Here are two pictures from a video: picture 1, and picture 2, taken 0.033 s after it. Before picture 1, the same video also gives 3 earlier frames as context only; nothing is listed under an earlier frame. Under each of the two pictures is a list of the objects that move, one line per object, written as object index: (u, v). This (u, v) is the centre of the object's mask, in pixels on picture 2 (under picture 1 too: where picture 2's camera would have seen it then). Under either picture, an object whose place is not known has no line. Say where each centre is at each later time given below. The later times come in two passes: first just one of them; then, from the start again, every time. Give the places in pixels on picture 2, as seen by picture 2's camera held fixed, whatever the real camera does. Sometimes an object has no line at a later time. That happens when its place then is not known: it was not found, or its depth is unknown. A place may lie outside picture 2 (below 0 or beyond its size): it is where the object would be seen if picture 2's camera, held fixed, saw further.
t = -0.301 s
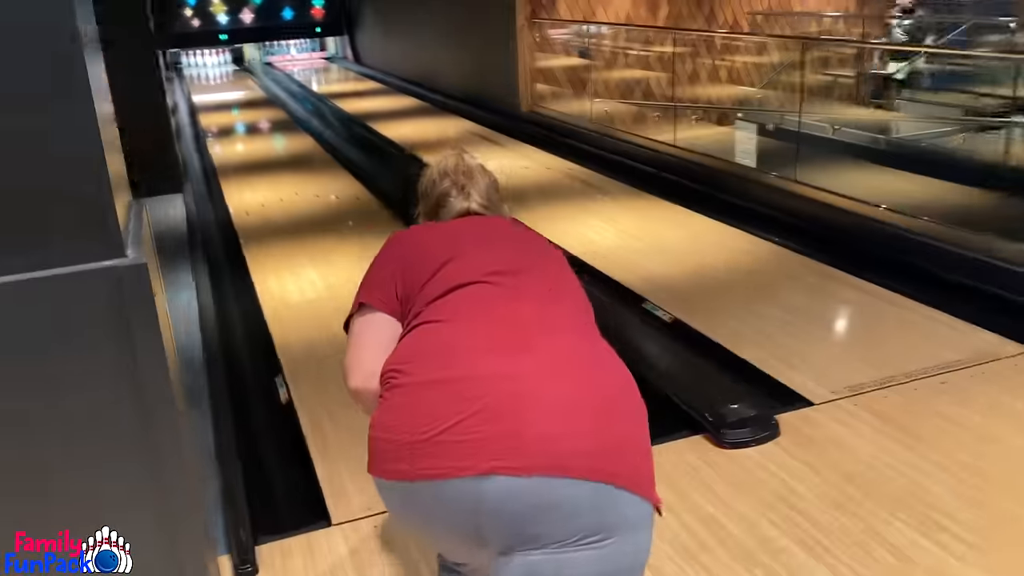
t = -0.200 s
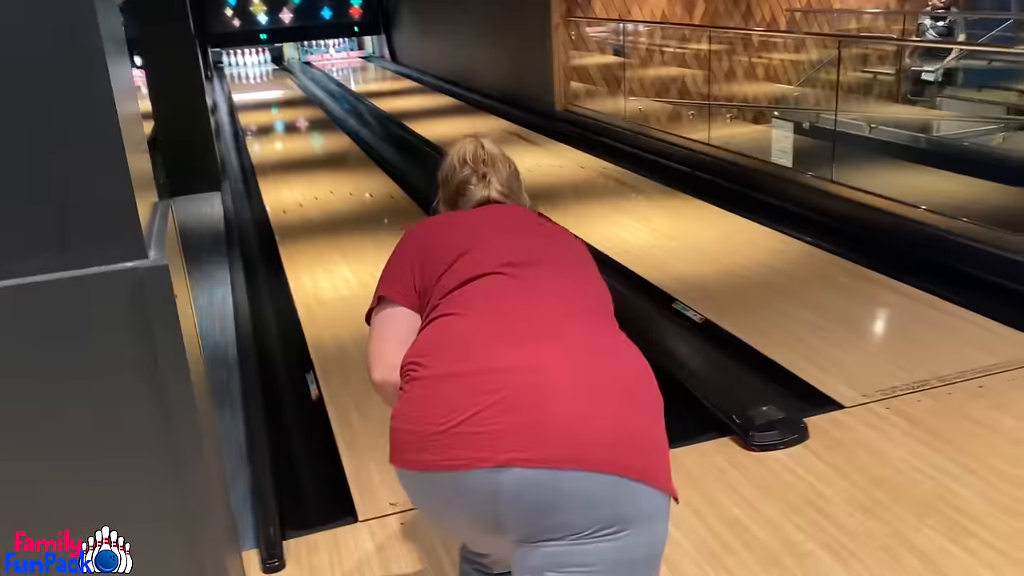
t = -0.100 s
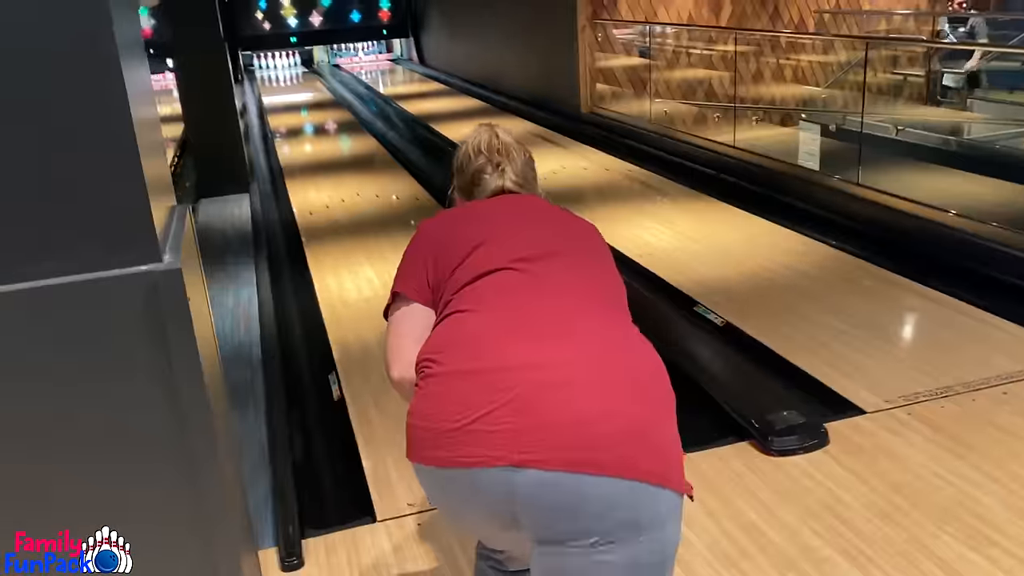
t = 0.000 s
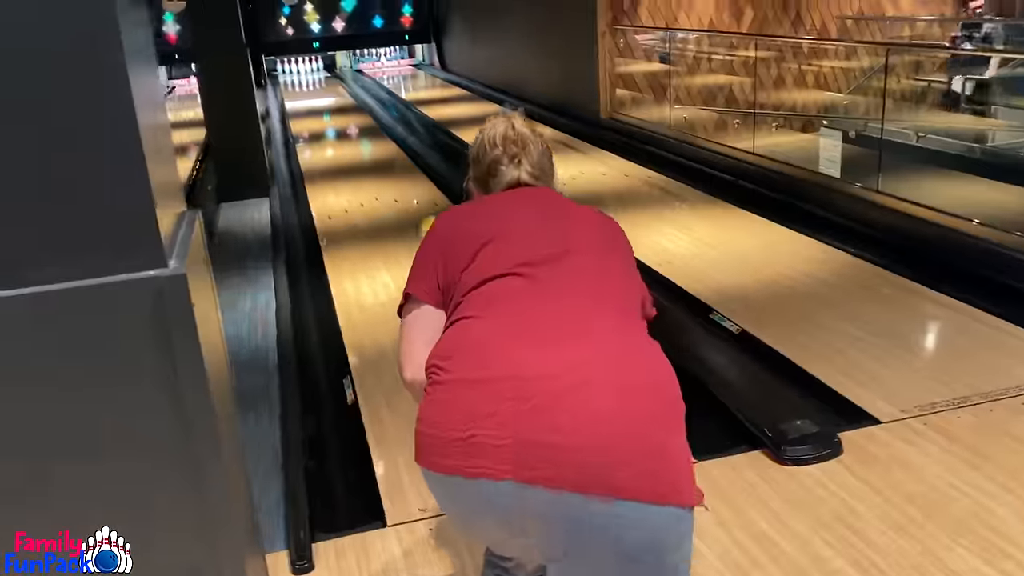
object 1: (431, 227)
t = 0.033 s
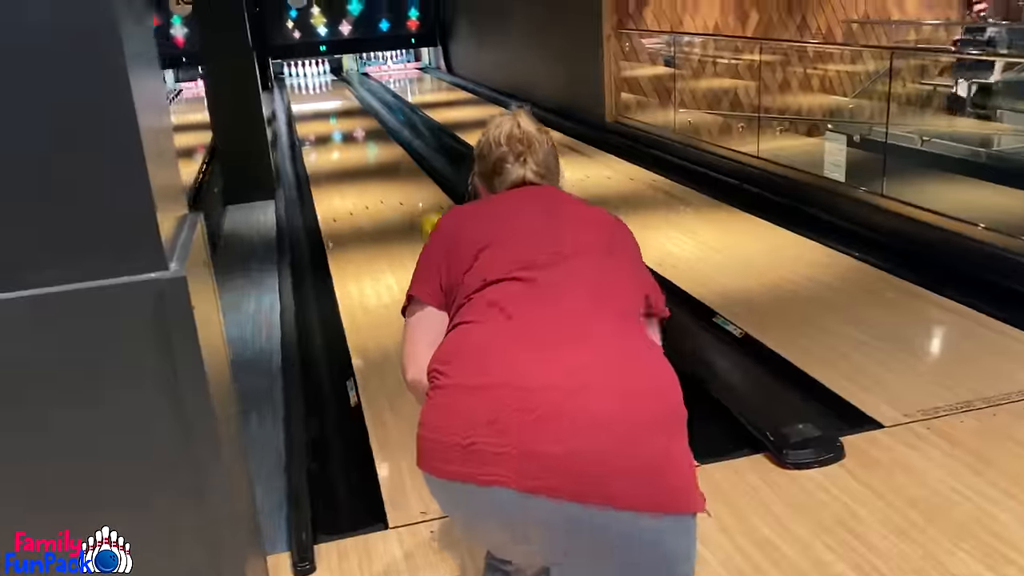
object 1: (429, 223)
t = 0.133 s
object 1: (423, 206)
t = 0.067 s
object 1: (429, 216)
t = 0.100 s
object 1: (426, 212)
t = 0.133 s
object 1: (423, 206)
